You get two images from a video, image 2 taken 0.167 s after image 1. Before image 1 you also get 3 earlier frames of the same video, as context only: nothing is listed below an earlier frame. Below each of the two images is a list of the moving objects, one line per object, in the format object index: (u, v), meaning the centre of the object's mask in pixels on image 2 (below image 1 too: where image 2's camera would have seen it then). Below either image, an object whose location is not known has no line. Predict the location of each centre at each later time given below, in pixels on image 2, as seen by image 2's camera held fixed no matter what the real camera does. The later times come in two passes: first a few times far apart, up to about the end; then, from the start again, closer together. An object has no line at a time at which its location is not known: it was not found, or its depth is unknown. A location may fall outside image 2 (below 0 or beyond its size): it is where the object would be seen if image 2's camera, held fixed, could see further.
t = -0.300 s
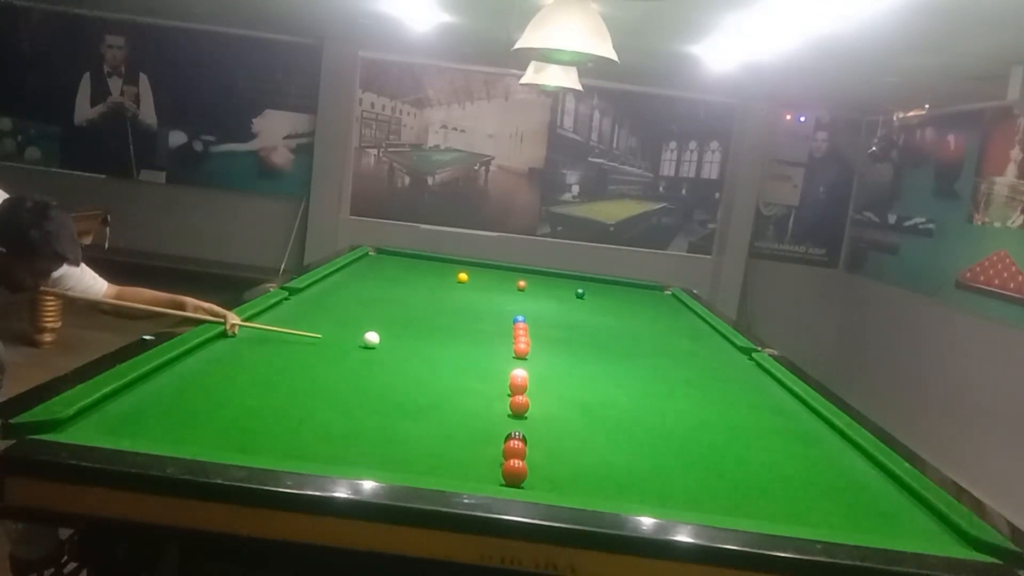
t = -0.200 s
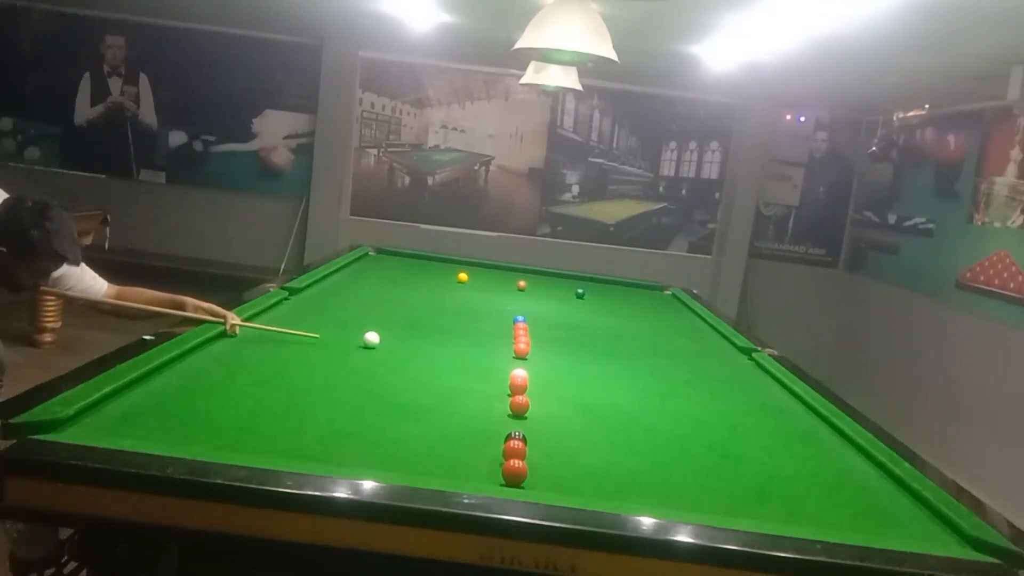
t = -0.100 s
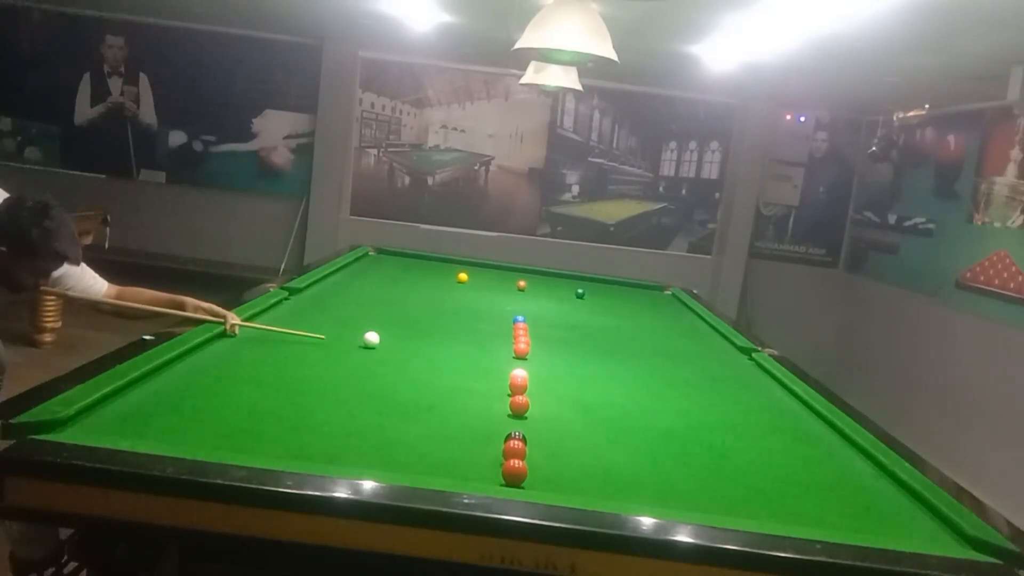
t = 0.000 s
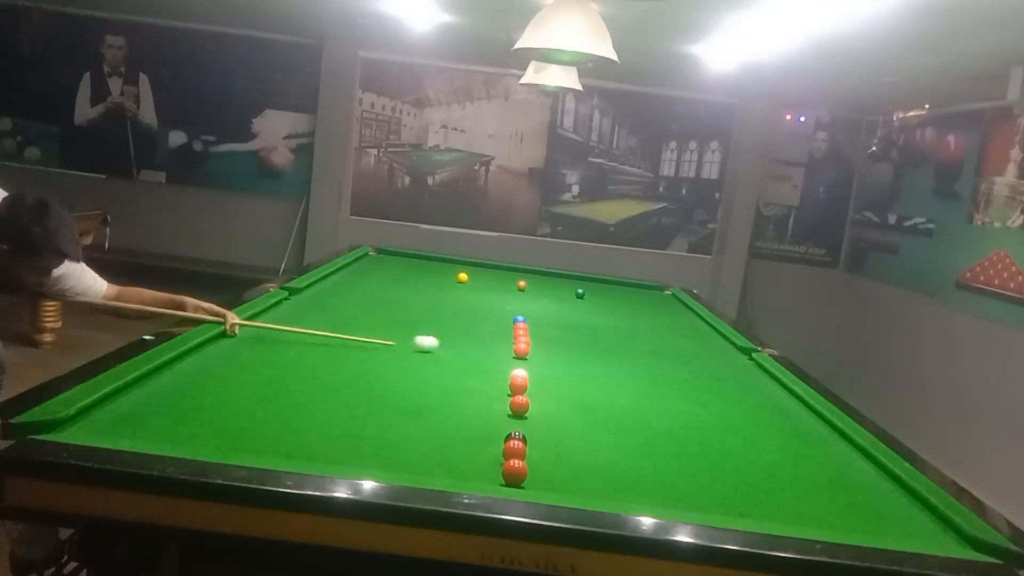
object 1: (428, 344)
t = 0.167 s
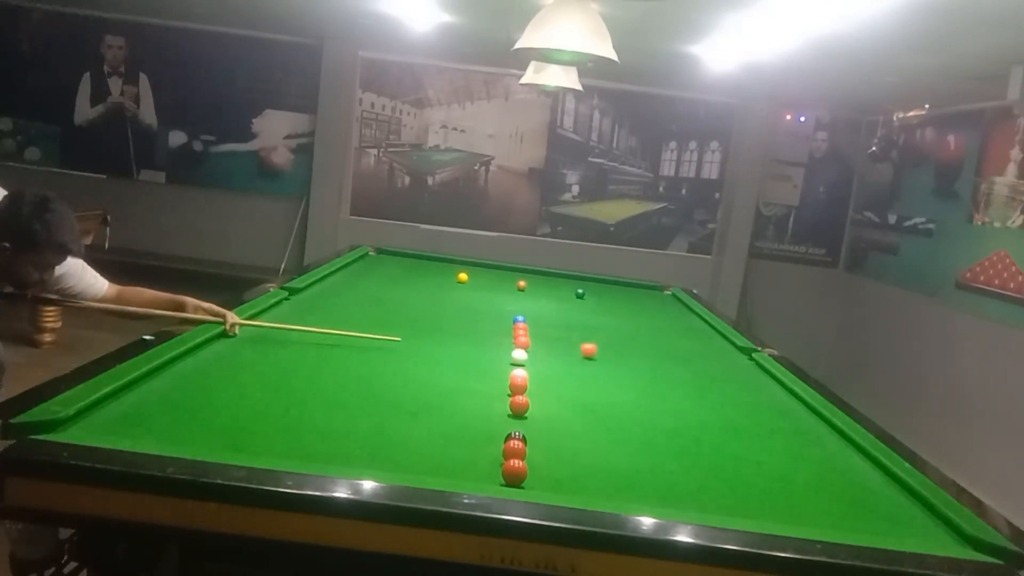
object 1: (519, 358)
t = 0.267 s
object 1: (530, 362)
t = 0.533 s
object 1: (556, 377)
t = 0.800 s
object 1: (582, 392)
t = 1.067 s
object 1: (604, 404)
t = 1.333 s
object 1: (623, 415)
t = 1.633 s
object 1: (636, 422)
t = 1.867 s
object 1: (644, 426)
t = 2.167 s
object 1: (645, 426)
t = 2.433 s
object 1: (645, 427)
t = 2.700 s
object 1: (645, 427)
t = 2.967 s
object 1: (645, 427)
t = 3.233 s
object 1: (645, 427)
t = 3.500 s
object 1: (645, 427)
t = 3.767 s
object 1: (645, 427)
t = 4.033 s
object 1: (645, 426)
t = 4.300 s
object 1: (645, 427)
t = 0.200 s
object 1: (523, 359)
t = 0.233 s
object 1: (527, 360)
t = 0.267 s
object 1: (530, 362)
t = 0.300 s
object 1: (534, 365)
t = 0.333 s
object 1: (535, 365)
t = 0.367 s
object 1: (539, 367)
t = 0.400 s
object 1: (542, 369)
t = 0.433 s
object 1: (546, 372)
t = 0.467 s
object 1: (549, 373)
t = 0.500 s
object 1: (553, 376)
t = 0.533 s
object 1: (556, 377)
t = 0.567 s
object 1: (559, 379)
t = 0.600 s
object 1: (563, 381)
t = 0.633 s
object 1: (566, 383)
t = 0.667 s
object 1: (569, 385)
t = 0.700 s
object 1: (572, 387)
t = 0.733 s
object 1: (576, 389)
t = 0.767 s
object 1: (579, 390)
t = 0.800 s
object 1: (582, 392)
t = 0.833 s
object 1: (585, 394)
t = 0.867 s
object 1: (588, 395)
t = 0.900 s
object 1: (591, 397)
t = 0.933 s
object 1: (593, 398)
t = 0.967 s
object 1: (596, 400)
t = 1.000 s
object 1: (599, 402)
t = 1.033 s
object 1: (602, 403)
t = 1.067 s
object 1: (604, 404)
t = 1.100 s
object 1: (607, 406)
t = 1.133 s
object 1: (610, 407)
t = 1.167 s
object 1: (612, 409)
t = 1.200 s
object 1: (615, 410)
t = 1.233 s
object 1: (617, 411)
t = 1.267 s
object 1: (619, 412)
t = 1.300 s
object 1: (621, 413)
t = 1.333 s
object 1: (623, 415)
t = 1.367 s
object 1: (625, 415)
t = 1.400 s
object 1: (627, 416)
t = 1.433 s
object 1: (629, 418)
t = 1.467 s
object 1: (630, 419)
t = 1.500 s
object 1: (631, 419)
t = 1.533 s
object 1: (632, 420)
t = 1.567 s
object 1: (634, 421)
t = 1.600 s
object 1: (636, 422)
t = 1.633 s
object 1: (636, 422)
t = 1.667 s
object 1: (638, 424)
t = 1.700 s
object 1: (640, 424)
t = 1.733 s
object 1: (641, 424)
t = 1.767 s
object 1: (641, 425)
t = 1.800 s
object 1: (642, 425)
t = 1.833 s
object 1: (643, 426)
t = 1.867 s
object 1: (644, 426)
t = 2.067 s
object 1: (645, 426)
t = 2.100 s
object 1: (645, 426)
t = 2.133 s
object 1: (645, 426)
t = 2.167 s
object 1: (645, 426)
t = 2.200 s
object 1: (645, 426)
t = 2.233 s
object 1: (645, 426)
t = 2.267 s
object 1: (645, 426)
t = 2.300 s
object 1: (645, 426)
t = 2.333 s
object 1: (645, 426)
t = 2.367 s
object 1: (645, 426)
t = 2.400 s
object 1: (645, 426)
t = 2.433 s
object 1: (645, 427)
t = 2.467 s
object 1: (645, 427)
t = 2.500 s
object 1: (645, 427)
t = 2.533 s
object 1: (645, 427)
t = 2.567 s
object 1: (645, 427)
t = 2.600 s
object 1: (645, 427)
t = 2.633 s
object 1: (645, 427)
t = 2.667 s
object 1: (645, 427)
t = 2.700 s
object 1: (645, 427)
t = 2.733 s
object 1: (645, 427)
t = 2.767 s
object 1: (645, 427)
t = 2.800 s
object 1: (645, 427)
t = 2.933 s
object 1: (645, 427)
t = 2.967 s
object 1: (645, 427)
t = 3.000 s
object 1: (645, 427)
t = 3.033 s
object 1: (645, 427)
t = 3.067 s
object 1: (645, 427)
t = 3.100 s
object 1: (645, 427)
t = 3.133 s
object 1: (645, 427)
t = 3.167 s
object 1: (645, 427)
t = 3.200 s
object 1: (645, 427)
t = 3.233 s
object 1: (645, 427)
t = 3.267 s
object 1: (645, 427)
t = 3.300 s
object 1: (645, 427)
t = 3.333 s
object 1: (645, 427)
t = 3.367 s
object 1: (645, 427)
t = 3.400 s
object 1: (645, 427)
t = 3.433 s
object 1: (645, 427)
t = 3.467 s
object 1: (645, 427)
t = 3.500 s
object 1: (645, 427)
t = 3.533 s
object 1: (645, 427)
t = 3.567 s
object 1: (645, 427)
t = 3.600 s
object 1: (645, 427)
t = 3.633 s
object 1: (645, 427)
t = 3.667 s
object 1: (645, 427)
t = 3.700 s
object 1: (645, 427)
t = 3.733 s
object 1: (645, 427)
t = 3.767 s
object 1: (645, 427)
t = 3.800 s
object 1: (645, 427)
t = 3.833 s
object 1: (645, 427)
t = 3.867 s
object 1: (645, 427)
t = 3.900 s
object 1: (645, 427)
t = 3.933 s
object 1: (645, 427)
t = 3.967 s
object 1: (645, 427)
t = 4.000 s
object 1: (645, 426)
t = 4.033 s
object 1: (645, 426)
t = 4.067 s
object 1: (645, 427)
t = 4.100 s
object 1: (645, 427)
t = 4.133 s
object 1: (645, 427)
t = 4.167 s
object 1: (645, 427)
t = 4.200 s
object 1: (645, 427)
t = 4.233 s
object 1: (645, 427)
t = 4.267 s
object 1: (645, 427)
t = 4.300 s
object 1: (645, 427)
